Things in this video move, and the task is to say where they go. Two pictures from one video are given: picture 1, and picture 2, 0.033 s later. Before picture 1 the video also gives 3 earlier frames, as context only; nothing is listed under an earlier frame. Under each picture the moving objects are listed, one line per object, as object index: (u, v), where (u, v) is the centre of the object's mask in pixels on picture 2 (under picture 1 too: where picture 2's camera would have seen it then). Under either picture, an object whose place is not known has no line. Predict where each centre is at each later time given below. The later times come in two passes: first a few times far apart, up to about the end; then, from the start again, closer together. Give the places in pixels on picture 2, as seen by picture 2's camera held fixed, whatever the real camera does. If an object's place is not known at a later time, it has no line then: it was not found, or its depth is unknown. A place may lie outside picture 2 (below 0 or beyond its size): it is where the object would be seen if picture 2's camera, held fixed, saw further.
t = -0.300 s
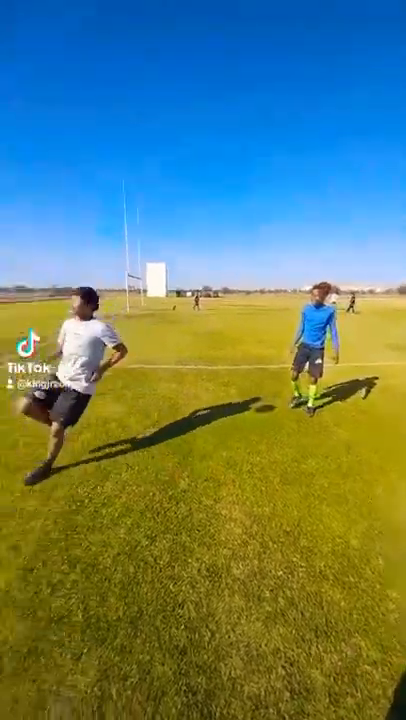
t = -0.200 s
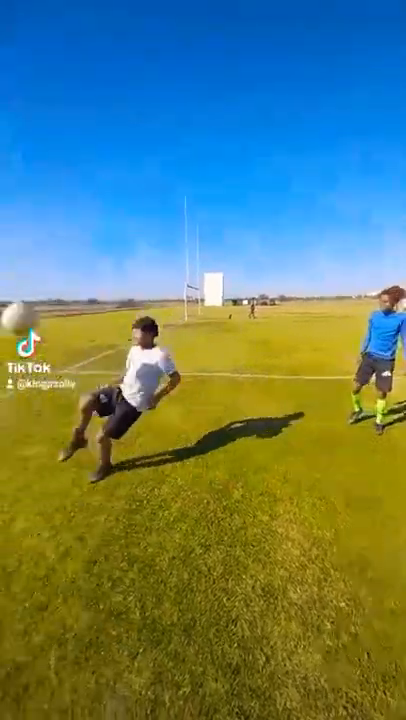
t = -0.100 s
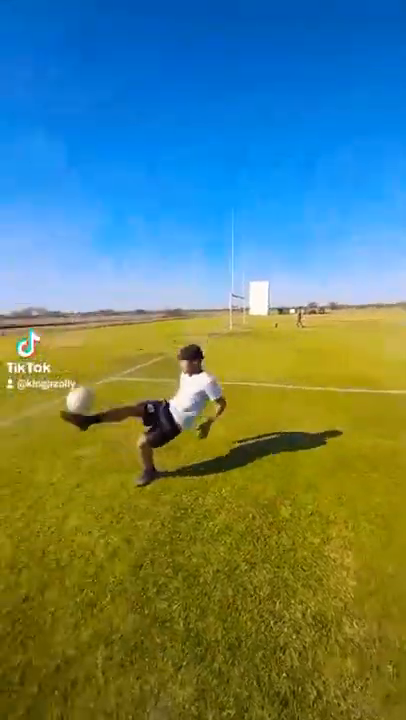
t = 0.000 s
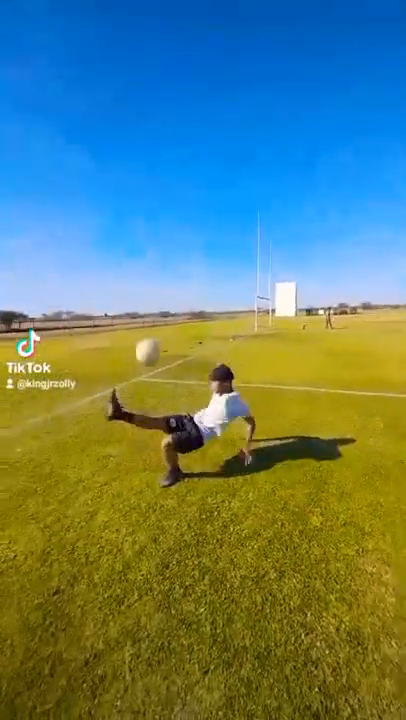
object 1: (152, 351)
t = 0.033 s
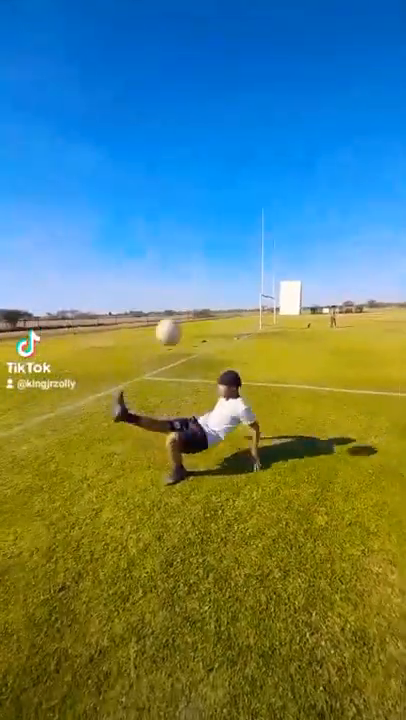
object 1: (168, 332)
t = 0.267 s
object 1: (296, 225)
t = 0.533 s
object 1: (434, 195)
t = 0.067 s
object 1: (185, 313)
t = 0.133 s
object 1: (220, 280)
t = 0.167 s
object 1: (239, 264)
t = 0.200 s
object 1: (257, 250)
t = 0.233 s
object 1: (276, 237)
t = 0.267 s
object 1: (296, 225)
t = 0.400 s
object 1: (369, 195)
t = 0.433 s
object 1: (386, 192)
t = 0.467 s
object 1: (403, 192)
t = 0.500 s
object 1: (418, 192)
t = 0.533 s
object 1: (434, 195)
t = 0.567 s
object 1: (449, 200)
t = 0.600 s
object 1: (464, 205)
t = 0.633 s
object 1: (477, 212)
